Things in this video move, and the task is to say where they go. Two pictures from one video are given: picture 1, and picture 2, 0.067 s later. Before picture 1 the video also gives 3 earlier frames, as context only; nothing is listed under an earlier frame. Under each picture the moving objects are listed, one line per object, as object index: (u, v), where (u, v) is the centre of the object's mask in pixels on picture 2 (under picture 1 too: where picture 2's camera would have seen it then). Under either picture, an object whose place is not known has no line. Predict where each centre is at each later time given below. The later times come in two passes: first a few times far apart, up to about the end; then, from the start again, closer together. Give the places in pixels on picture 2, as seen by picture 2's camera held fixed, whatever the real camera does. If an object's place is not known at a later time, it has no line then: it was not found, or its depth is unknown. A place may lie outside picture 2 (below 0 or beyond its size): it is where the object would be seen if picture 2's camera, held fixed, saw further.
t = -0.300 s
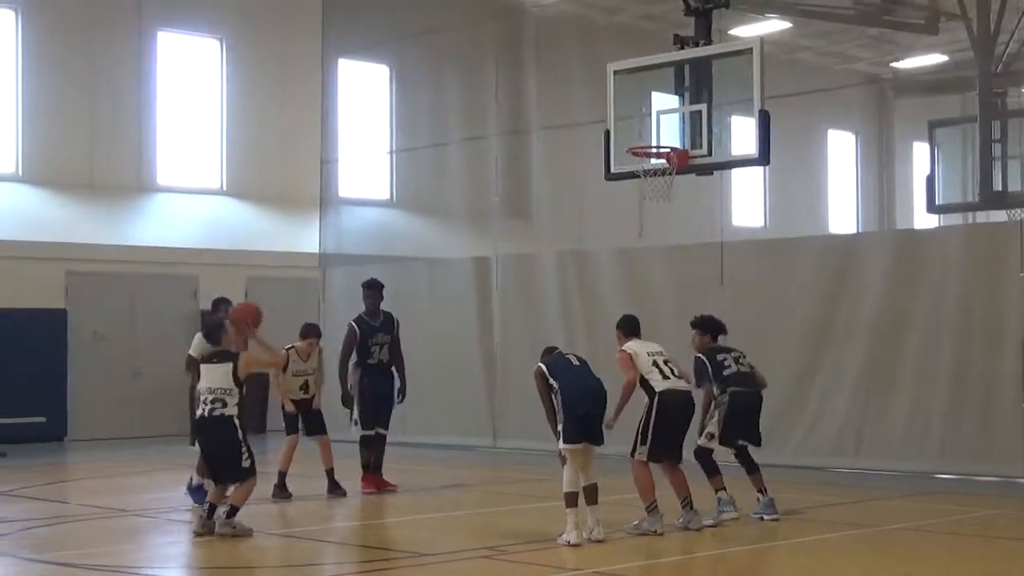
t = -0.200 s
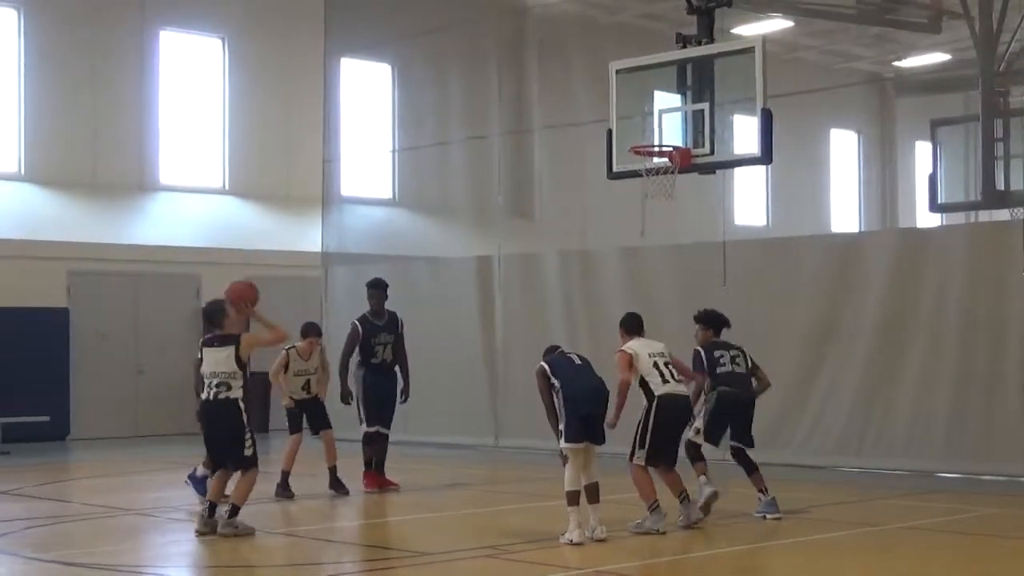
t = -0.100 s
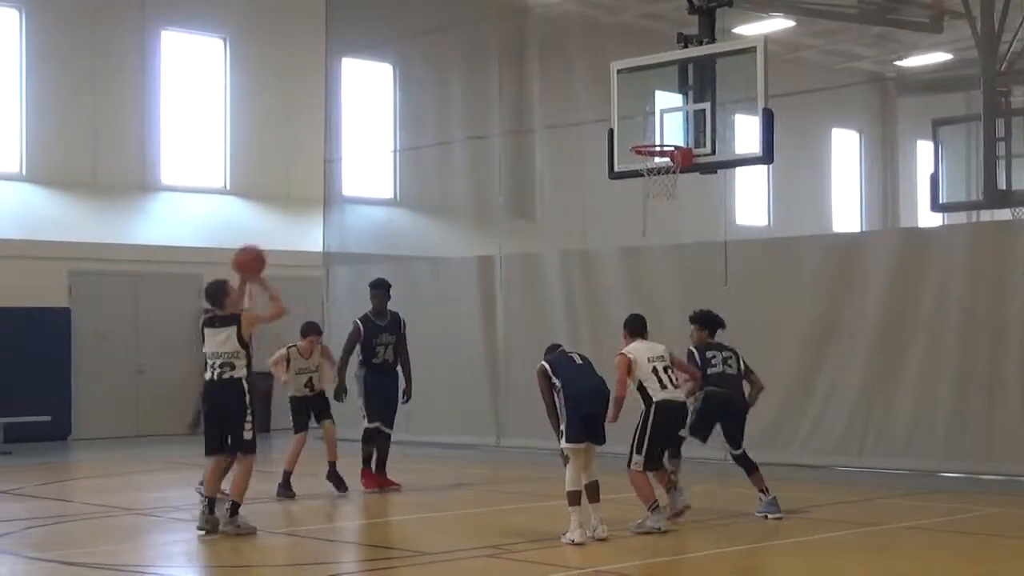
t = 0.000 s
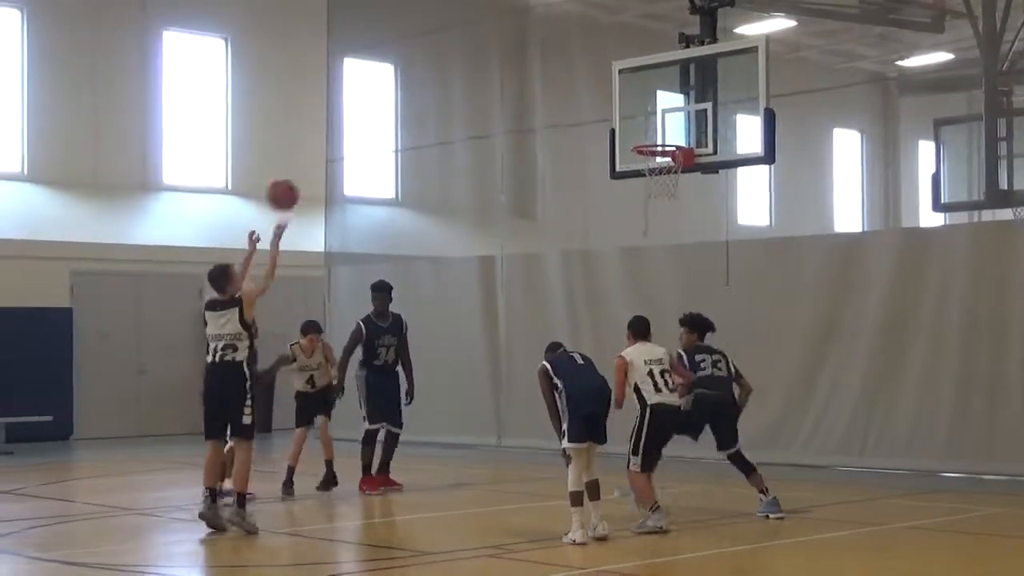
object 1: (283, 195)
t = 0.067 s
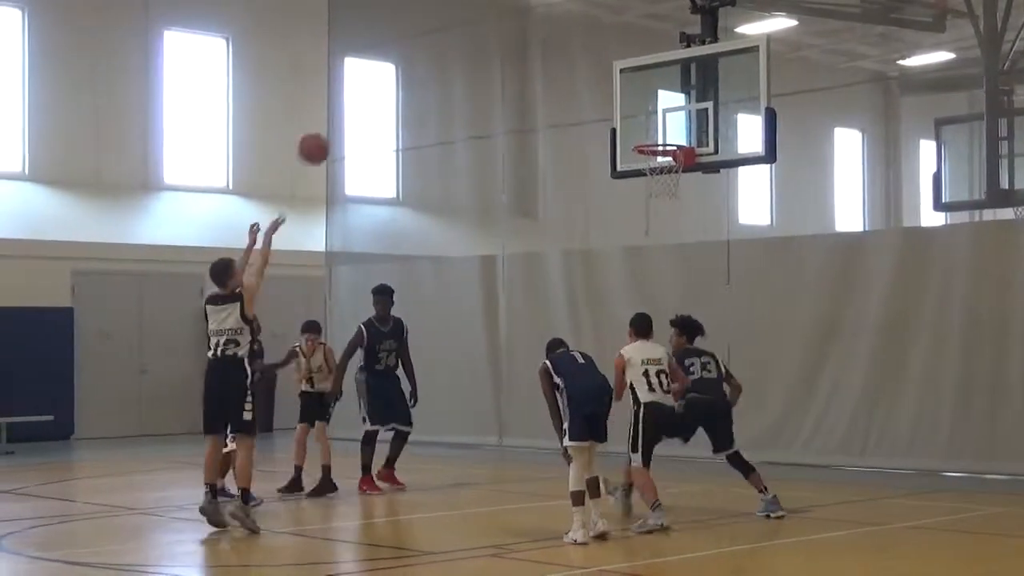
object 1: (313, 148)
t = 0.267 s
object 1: (400, 54)
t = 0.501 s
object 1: (488, 15)
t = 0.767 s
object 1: (579, 46)
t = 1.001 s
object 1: (649, 134)
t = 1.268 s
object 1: (692, 72)
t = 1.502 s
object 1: (715, 52)
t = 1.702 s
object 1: (729, 87)
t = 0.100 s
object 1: (328, 129)
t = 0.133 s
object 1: (342, 111)
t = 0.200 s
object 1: (371, 79)
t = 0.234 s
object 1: (386, 65)
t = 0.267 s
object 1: (400, 54)
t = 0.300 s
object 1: (413, 45)
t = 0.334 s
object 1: (426, 36)
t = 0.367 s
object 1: (438, 29)
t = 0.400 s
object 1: (452, 24)
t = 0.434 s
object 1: (464, 19)
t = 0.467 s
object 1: (476, 15)
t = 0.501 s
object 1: (488, 15)
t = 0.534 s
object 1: (501, 14)
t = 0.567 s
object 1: (512, 15)
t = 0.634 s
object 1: (535, 21)
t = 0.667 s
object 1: (546, 26)
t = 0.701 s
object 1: (557, 31)
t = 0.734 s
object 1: (568, 39)
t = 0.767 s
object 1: (579, 46)
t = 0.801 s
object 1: (590, 56)
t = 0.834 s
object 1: (599, 66)
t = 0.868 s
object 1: (609, 77)
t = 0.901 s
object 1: (619, 90)
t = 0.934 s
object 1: (629, 103)
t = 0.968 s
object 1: (640, 118)
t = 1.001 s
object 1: (649, 134)
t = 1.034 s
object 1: (656, 133)
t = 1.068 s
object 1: (662, 120)
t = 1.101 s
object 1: (667, 109)
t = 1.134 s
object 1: (674, 97)
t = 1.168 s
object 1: (679, 88)
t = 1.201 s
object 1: (685, 80)
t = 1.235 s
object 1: (689, 77)
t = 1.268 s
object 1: (692, 72)
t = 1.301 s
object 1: (701, 59)
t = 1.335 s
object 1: (704, 54)
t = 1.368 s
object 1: (706, 52)
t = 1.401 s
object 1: (708, 51)
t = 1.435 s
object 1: (710, 49)
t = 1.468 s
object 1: (712, 51)
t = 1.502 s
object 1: (715, 52)
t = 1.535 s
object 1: (717, 53)
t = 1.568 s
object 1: (719, 59)
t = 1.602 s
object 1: (721, 64)
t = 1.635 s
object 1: (725, 70)
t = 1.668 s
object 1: (726, 77)
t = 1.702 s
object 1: (729, 87)
